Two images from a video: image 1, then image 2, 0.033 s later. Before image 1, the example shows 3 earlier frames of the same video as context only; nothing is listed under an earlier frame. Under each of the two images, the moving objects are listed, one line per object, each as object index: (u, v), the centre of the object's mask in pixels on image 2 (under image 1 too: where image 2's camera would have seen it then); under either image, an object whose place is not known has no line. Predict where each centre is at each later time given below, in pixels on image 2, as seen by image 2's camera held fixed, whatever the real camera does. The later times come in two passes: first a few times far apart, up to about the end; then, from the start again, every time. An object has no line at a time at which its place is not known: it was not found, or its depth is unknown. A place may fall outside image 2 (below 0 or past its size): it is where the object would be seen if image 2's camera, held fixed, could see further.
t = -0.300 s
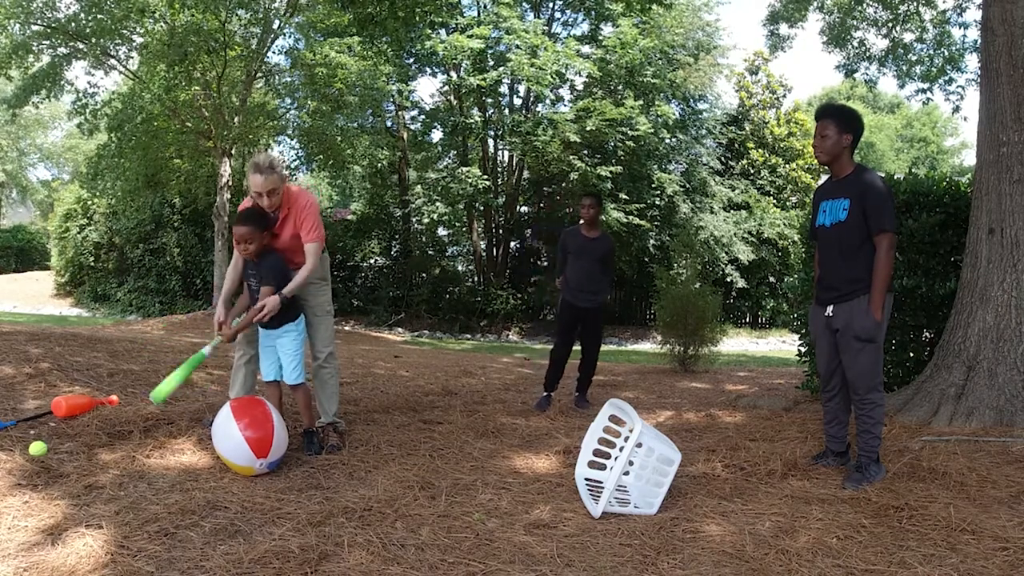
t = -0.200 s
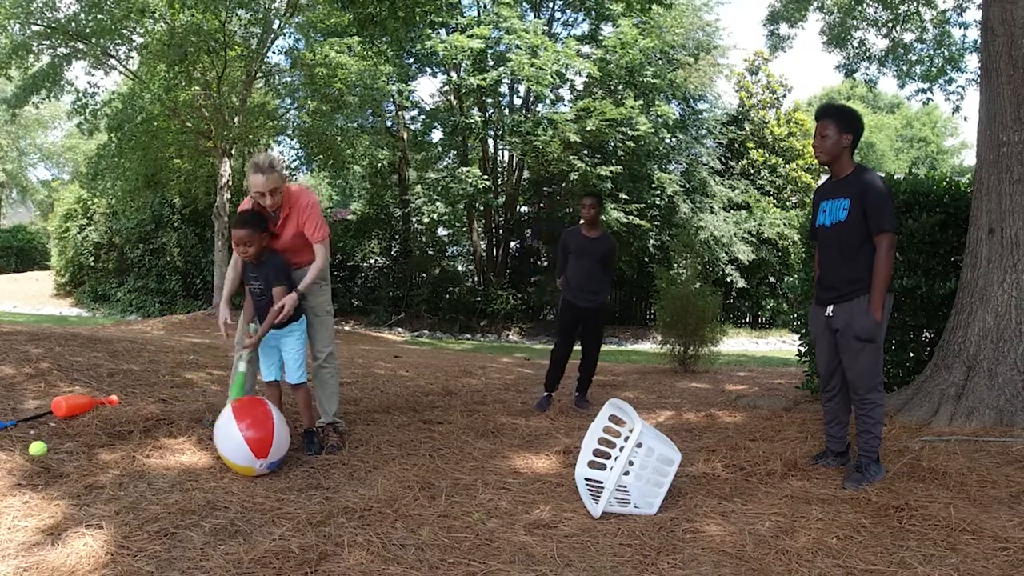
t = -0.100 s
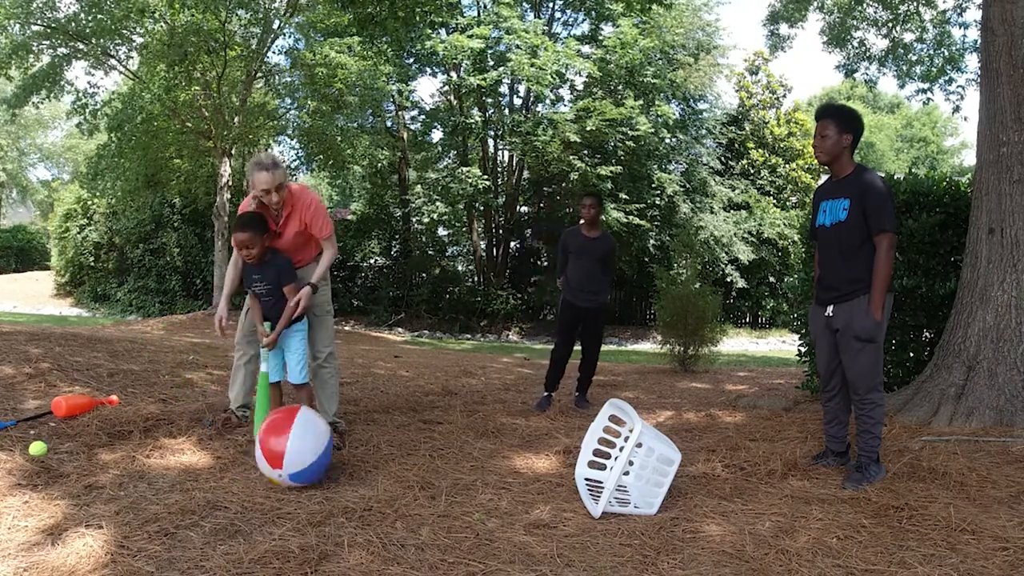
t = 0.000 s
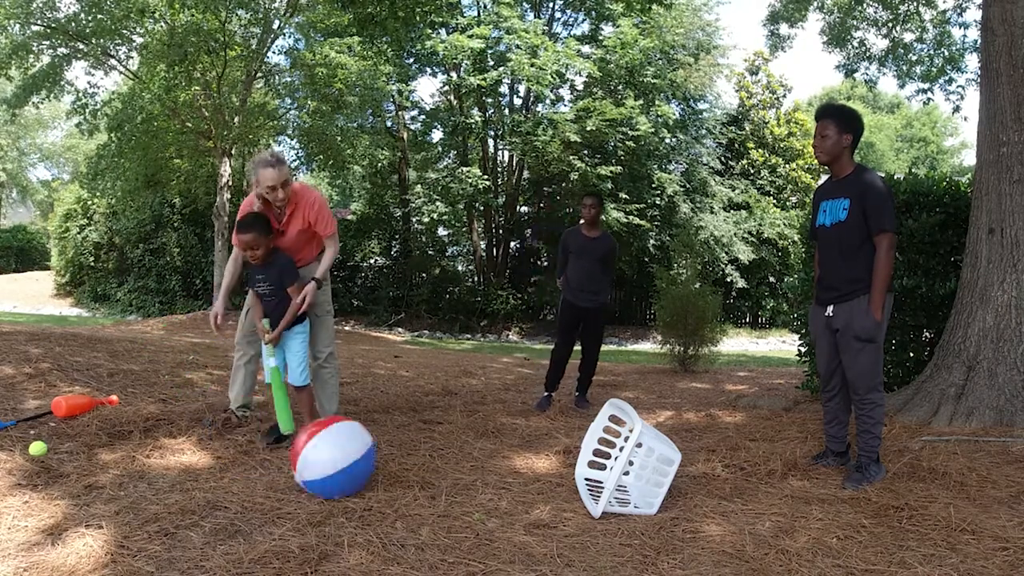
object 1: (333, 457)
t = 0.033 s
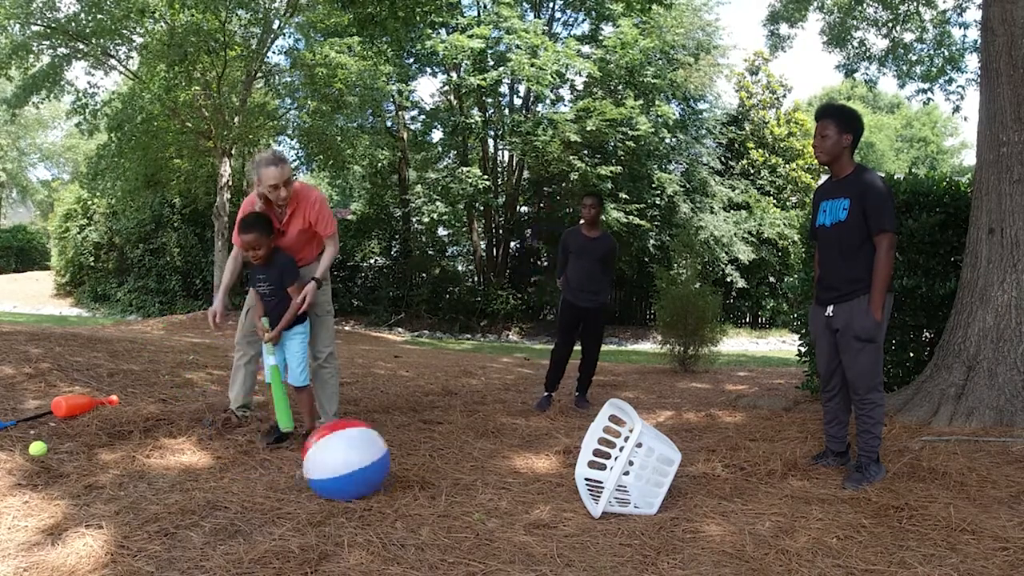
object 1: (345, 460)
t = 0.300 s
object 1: (423, 471)
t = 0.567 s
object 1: (498, 485)
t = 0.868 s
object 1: (571, 491)
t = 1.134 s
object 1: (575, 501)
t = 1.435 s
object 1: (579, 506)
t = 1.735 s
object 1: (581, 509)
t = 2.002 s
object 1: (583, 510)
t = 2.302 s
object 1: (583, 511)
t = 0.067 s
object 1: (357, 462)
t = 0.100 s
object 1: (367, 464)
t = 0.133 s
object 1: (377, 465)
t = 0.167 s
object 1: (387, 466)
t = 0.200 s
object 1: (396, 467)
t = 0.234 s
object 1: (405, 470)
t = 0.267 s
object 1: (413, 471)
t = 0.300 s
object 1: (423, 471)
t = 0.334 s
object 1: (432, 473)
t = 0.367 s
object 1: (441, 475)
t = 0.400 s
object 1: (451, 478)
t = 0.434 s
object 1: (460, 482)
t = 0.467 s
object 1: (469, 484)
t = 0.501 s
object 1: (479, 485)
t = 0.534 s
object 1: (489, 484)
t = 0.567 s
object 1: (498, 485)
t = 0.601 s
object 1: (507, 486)
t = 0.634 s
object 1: (517, 486)
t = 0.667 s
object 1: (525, 483)
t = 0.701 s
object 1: (533, 482)
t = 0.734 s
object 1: (541, 482)
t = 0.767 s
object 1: (549, 484)
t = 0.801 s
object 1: (558, 488)
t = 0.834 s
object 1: (565, 491)
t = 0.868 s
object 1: (571, 491)
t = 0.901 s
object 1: (572, 491)
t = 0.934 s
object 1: (572, 492)
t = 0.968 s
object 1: (571, 494)
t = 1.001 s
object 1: (572, 497)
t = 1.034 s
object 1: (572, 498)
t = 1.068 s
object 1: (573, 499)
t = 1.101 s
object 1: (574, 500)
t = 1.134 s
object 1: (575, 501)
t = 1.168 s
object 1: (575, 502)
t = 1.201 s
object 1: (576, 502)
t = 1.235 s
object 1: (576, 503)
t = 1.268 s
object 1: (577, 504)
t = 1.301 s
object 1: (577, 504)
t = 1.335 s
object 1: (578, 504)
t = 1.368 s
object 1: (578, 505)
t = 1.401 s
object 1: (578, 506)
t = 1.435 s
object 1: (579, 506)
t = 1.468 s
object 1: (579, 507)
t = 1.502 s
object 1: (579, 507)
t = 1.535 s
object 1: (580, 508)
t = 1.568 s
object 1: (580, 508)
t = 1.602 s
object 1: (580, 508)
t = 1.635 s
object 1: (580, 508)
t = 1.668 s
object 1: (580, 509)
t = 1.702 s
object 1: (580, 509)
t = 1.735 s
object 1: (581, 509)
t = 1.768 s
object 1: (581, 509)
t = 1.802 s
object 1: (582, 509)
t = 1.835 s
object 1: (582, 509)
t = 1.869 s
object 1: (582, 510)
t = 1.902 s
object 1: (582, 510)
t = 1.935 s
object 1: (583, 510)
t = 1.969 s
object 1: (583, 510)
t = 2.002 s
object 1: (583, 510)
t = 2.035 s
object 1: (583, 510)
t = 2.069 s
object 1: (583, 510)
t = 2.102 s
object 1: (583, 511)
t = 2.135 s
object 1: (583, 511)
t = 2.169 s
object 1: (583, 511)
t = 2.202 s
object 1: (583, 511)
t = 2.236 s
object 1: (583, 511)
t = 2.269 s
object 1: (583, 511)
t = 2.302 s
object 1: (583, 511)
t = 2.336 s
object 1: (583, 511)
